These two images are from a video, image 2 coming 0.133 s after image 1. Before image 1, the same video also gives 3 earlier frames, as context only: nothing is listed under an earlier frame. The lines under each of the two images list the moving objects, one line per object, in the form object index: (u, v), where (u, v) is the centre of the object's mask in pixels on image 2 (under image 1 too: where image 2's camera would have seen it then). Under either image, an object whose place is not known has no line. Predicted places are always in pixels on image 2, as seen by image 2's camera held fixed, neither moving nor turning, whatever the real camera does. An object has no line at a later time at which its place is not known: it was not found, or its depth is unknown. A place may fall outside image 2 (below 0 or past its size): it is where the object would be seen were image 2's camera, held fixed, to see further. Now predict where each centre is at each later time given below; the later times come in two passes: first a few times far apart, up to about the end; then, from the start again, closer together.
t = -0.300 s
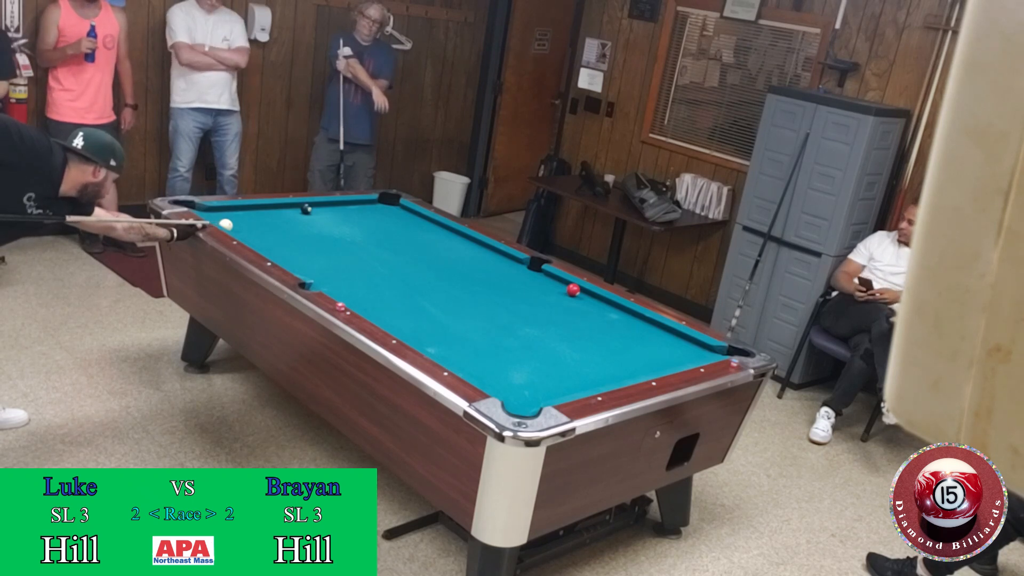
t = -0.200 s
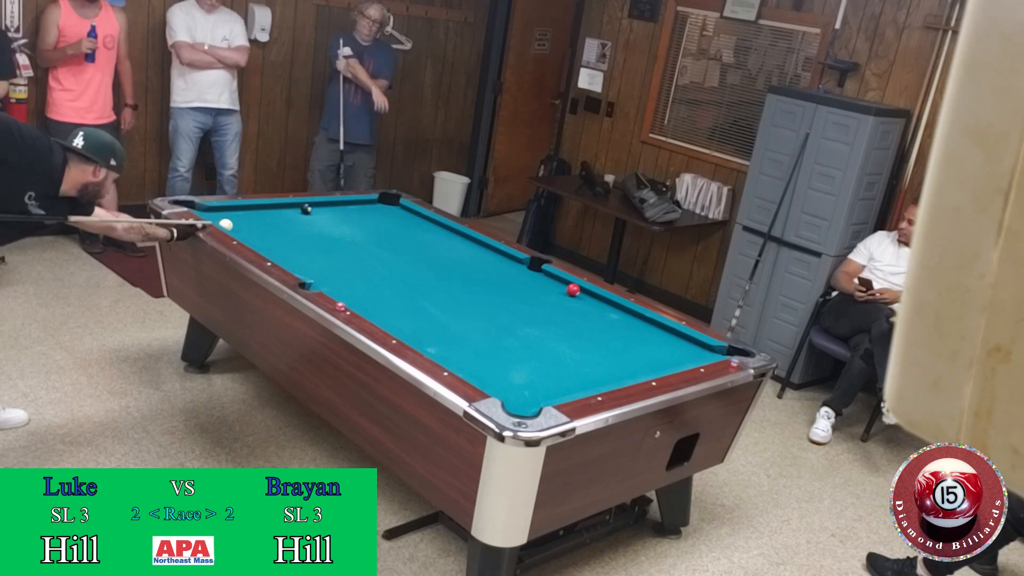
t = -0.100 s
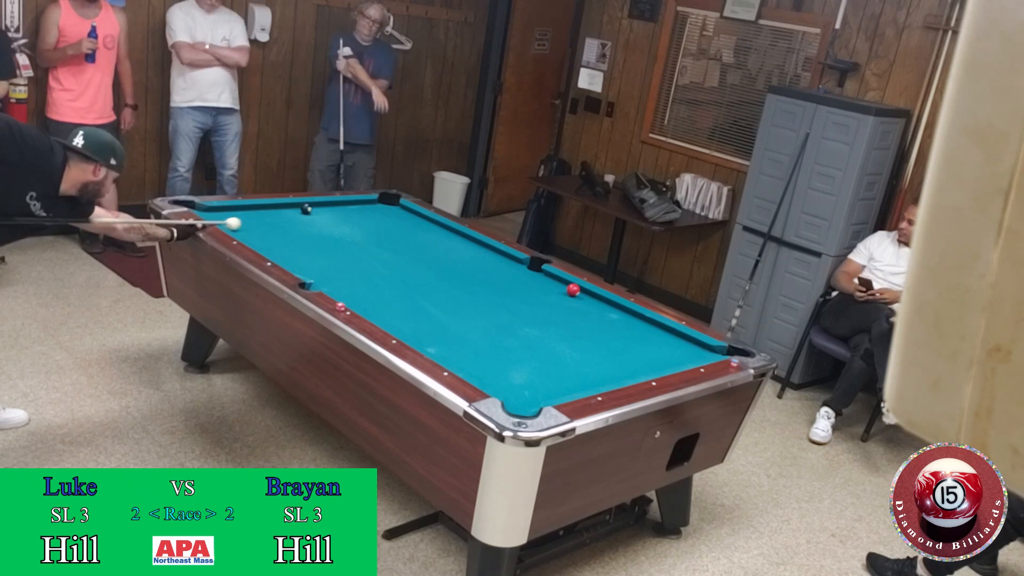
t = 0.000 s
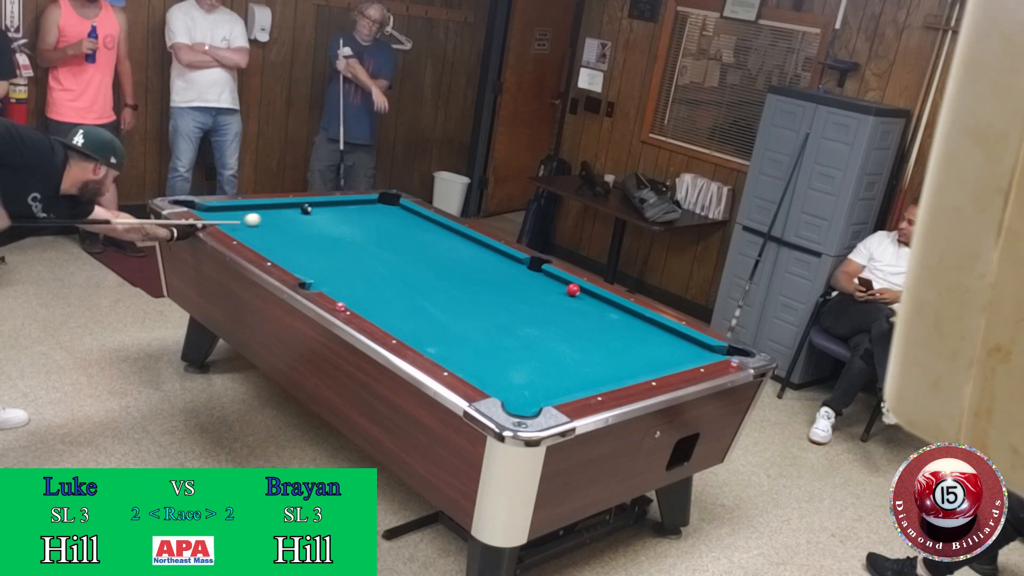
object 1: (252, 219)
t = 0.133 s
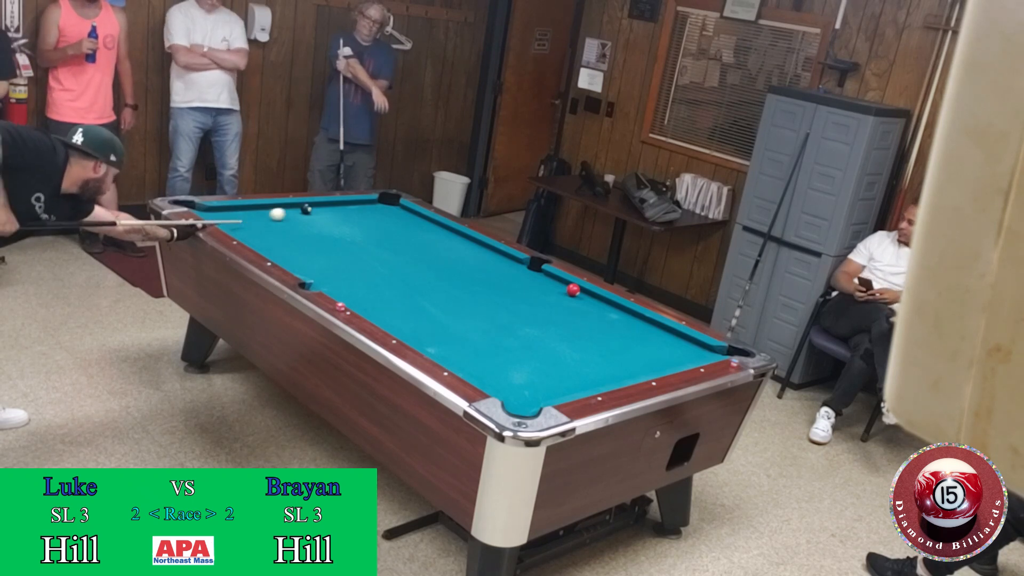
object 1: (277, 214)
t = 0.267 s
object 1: (298, 210)
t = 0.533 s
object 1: (308, 207)
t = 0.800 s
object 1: (318, 205)
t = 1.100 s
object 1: (328, 203)
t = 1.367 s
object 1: (338, 203)
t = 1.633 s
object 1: (346, 204)
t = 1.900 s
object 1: (353, 203)
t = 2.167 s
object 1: (359, 204)
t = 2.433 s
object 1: (365, 204)
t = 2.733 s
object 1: (369, 205)
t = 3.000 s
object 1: (372, 205)
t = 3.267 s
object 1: (374, 205)
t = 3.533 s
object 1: (374, 205)
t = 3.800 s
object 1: (374, 205)
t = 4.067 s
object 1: (374, 205)
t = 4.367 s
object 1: (374, 205)
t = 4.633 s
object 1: (374, 205)
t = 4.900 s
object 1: (374, 205)
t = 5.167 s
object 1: (374, 205)
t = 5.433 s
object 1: (374, 205)
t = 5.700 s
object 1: (374, 205)
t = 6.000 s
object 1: (374, 205)
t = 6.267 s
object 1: (374, 205)
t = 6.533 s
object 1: (374, 205)
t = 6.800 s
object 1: (374, 205)
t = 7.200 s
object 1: (373, 204)
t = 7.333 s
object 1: (374, 205)
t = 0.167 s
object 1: (283, 213)
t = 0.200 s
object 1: (289, 211)
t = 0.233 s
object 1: (294, 210)
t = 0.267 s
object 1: (298, 210)
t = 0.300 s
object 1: (299, 209)
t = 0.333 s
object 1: (300, 209)
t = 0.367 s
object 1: (301, 209)
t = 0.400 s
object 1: (302, 208)
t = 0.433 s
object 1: (304, 208)
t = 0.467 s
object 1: (305, 208)
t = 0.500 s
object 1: (306, 207)
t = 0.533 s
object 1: (308, 207)
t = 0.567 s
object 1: (309, 207)
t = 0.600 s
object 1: (310, 206)
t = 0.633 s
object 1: (312, 206)
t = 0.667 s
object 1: (313, 206)
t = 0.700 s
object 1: (314, 206)
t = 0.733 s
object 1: (315, 205)
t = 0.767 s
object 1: (316, 205)
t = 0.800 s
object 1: (318, 205)
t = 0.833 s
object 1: (319, 205)
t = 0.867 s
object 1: (320, 204)
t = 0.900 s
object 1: (321, 204)
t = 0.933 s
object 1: (322, 204)
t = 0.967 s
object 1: (323, 204)
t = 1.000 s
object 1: (324, 203)
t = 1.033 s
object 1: (326, 203)
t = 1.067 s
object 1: (327, 203)
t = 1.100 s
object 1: (328, 203)
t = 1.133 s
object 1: (329, 203)
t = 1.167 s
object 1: (330, 203)
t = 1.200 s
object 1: (332, 203)
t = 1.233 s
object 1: (333, 203)
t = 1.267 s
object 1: (334, 203)
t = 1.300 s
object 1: (335, 203)
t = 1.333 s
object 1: (337, 203)
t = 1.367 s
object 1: (338, 203)
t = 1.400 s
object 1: (339, 203)
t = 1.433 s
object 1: (340, 203)
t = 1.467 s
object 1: (341, 203)
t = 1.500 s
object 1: (342, 203)
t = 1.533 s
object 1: (343, 203)
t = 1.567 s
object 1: (344, 203)
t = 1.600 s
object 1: (345, 204)
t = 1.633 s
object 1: (346, 204)
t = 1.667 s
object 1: (347, 204)
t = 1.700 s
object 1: (348, 204)
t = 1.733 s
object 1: (349, 204)
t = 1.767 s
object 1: (350, 204)
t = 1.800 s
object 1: (351, 204)
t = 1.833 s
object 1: (352, 204)
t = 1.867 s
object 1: (353, 203)
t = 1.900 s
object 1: (353, 203)
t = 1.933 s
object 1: (354, 203)
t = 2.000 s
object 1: (355, 203)
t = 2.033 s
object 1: (356, 203)
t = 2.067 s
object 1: (357, 203)
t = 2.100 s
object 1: (358, 204)
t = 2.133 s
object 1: (359, 204)
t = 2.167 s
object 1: (359, 204)
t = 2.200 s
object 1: (360, 204)
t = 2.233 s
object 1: (361, 204)
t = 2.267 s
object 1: (361, 204)
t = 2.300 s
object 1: (362, 204)
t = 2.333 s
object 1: (363, 204)
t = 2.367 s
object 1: (363, 204)
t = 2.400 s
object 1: (364, 204)
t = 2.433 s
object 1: (365, 204)
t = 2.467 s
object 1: (365, 204)
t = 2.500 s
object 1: (366, 204)
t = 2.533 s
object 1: (366, 204)
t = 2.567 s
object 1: (367, 204)
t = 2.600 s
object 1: (367, 205)
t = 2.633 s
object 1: (368, 205)
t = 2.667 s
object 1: (368, 205)
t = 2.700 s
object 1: (369, 205)
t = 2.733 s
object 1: (369, 205)
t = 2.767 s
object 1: (370, 205)
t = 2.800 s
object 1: (370, 205)
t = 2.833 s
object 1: (370, 205)
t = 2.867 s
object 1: (371, 205)
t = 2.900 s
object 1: (371, 205)
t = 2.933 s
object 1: (371, 205)
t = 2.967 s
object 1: (372, 205)
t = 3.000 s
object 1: (372, 205)
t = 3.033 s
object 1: (372, 205)
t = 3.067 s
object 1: (373, 205)
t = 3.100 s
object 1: (373, 205)
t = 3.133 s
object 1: (373, 205)
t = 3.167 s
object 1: (373, 205)
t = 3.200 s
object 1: (373, 205)
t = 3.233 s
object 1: (373, 205)
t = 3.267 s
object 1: (374, 205)
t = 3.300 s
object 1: (374, 205)
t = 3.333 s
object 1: (374, 205)
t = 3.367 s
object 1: (374, 205)
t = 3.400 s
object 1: (374, 205)
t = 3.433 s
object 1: (374, 205)
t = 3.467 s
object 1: (374, 205)
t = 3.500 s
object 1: (374, 205)
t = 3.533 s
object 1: (374, 205)
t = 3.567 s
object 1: (374, 205)
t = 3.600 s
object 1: (374, 205)
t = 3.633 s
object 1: (374, 205)
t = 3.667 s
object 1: (374, 205)
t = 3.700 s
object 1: (374, 205)
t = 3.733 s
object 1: (374, 205)
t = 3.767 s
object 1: (374, 205)
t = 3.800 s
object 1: (374, 205)
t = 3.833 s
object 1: (374, 205)
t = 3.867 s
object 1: (374, 205)
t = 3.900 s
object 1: (374, 205)
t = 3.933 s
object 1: (374, 205)
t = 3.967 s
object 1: (374, 205)
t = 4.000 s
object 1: (374, 205)
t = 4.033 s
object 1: (374, 205)
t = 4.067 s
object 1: (374, 205)
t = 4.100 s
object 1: (374, 205)
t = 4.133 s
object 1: (374, 205)
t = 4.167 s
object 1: (374, 205)
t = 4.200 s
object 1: (374, 205)
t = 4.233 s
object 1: (374, 205)
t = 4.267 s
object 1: (374, 205)
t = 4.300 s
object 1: (374, 205)
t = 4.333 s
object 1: (374, 205)
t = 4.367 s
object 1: (374, 205)
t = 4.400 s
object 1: (374, 205)
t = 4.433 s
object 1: (374, 205)
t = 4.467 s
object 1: (374, 205)
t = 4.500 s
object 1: (374, 205)
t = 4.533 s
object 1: (374, 205)
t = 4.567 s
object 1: (374, 205)
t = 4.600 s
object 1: (374, 205)
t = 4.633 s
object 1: (374, 205)
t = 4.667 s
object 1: (374, 205)
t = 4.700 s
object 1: (374, 205)
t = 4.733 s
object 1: (374, 205)
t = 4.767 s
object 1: (374, 205)
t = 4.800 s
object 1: (374, 205)
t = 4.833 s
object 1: (374, 205)
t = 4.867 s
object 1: (374, 205)
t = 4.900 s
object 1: (374, 205)
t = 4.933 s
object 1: (374, 205)
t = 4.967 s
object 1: (374, 205)
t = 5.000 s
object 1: (374, 205)
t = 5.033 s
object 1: (374, 205)
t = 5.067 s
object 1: (374, 205)
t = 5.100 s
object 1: (374, 205)
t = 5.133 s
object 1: (374, 205)
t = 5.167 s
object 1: (374, 205)
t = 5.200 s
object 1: (374, 205)
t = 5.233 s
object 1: (374, 205)
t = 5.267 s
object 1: (374, 205)
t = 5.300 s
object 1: (374, 205)
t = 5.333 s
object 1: (374, 205)
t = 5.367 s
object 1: (374, 205)
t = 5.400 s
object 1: (374, 205)
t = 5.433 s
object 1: (374, 205)
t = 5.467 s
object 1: (374, 205)
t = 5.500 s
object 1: (374, 205)
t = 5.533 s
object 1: (374, 205)
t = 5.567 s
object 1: (374, 205)
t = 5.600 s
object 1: (374, 205)
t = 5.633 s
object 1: (374, 205)
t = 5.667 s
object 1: (374, 205)
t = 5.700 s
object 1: (374, 205)
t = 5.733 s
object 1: (374, 205)
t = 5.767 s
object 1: (374, 205)
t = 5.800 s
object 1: (374, 205)
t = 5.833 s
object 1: (374, 205)
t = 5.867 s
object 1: (374, 205)
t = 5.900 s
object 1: (374, 205)
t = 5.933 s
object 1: (374, 205)
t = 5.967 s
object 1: (374, 205)
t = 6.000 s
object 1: (374, 205)
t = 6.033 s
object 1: (374, 205)
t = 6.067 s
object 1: (374, 205)
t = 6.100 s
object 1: (374, 205)
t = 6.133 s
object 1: (374, 205)
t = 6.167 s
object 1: (374, 205)
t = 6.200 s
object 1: (374, 205)
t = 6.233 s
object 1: (374, 205)
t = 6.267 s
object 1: (374, 205)
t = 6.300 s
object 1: (374, 205)
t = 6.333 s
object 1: (374, 205)
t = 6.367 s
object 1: (374, 205)
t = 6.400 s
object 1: (374, 205)
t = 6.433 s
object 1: (374, 205)
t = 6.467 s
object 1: (374, 205)
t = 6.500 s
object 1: (374, 205)
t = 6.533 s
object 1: (374, 205)
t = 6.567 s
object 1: (374, 205)
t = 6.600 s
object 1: (374, 205)
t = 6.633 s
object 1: (374, 205)
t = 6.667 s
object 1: (374, 205)
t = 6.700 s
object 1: (374, 205)
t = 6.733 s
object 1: (374, 205)
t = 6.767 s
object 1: (374, 205)
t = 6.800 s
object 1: (374, 205)
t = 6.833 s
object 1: (374, 205)
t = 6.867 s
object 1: (376, 204)
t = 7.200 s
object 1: (373, 204)
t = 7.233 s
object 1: (374, 205)
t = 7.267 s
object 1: (374, 205)
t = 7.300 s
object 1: (374, 205)
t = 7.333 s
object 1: (374, 205)
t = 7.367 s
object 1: (374, 205)
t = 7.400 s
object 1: (374, 205)
